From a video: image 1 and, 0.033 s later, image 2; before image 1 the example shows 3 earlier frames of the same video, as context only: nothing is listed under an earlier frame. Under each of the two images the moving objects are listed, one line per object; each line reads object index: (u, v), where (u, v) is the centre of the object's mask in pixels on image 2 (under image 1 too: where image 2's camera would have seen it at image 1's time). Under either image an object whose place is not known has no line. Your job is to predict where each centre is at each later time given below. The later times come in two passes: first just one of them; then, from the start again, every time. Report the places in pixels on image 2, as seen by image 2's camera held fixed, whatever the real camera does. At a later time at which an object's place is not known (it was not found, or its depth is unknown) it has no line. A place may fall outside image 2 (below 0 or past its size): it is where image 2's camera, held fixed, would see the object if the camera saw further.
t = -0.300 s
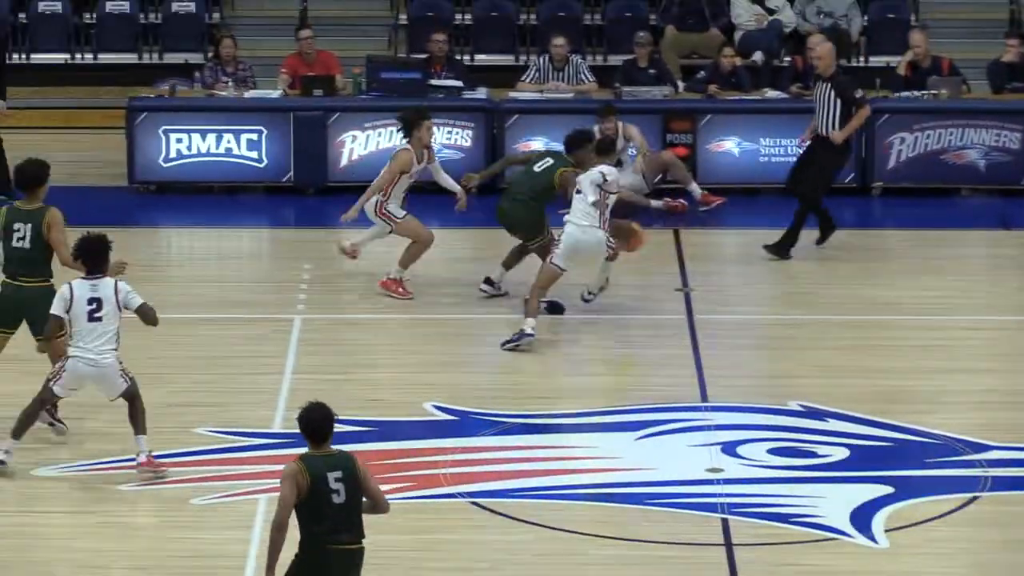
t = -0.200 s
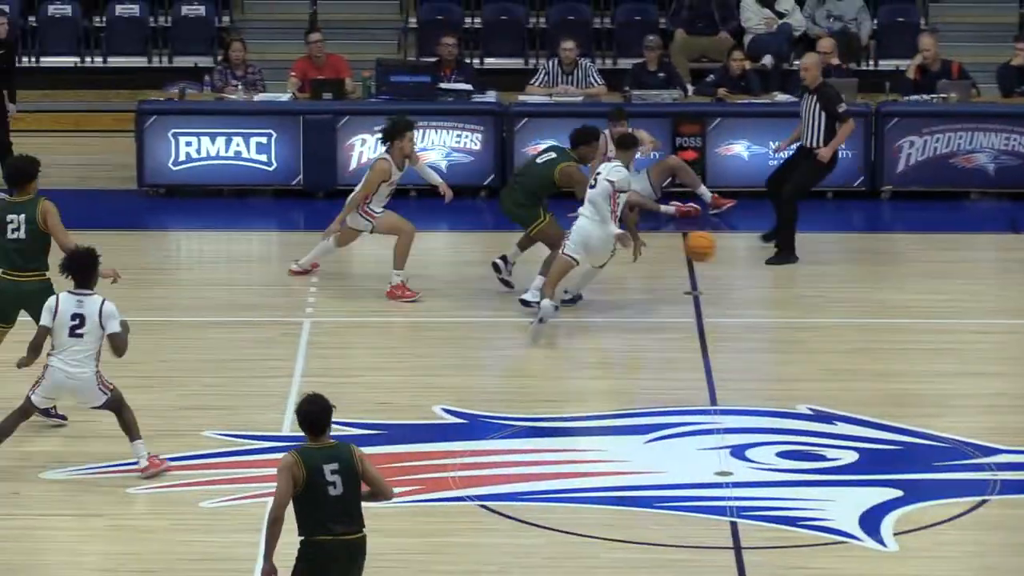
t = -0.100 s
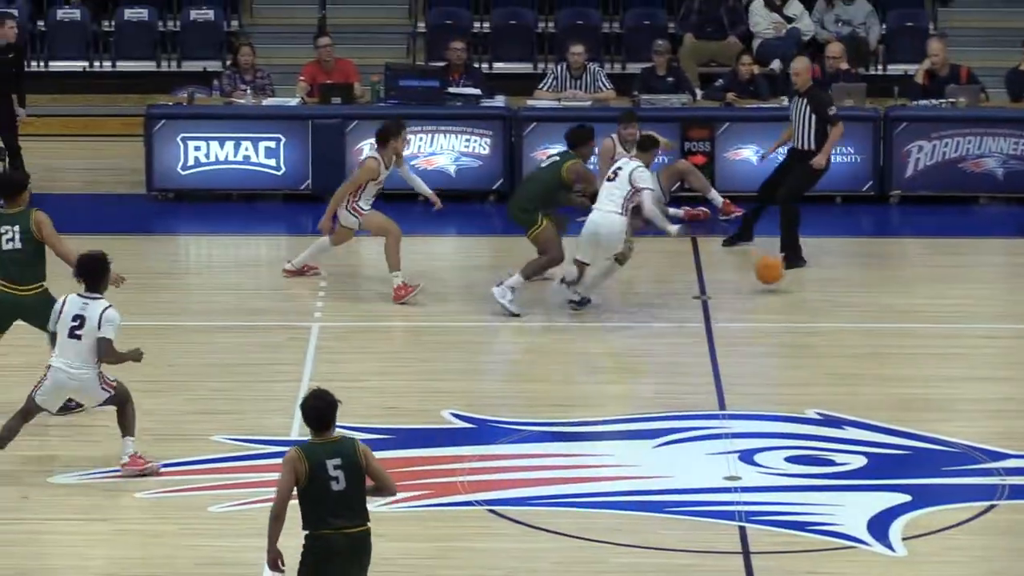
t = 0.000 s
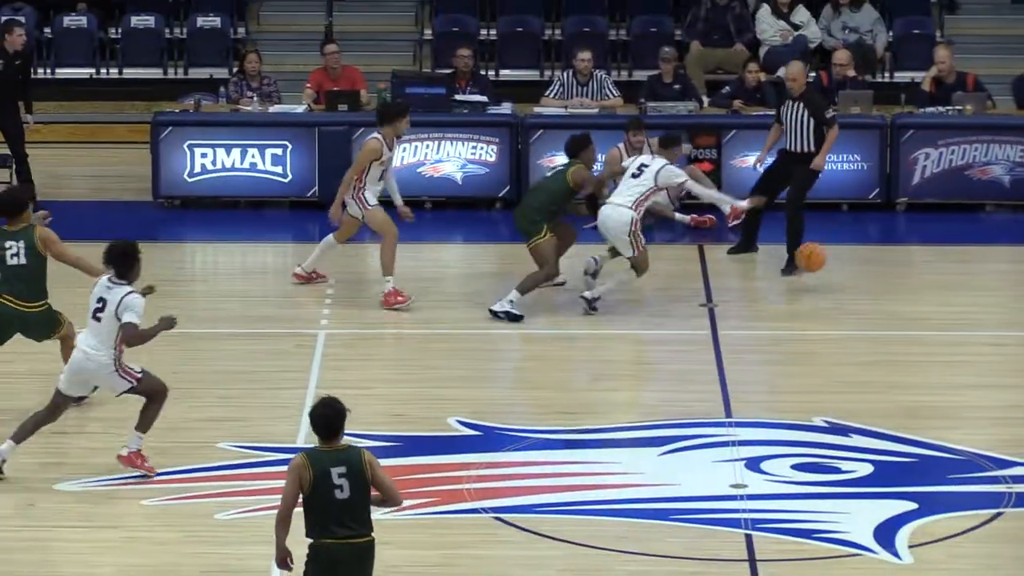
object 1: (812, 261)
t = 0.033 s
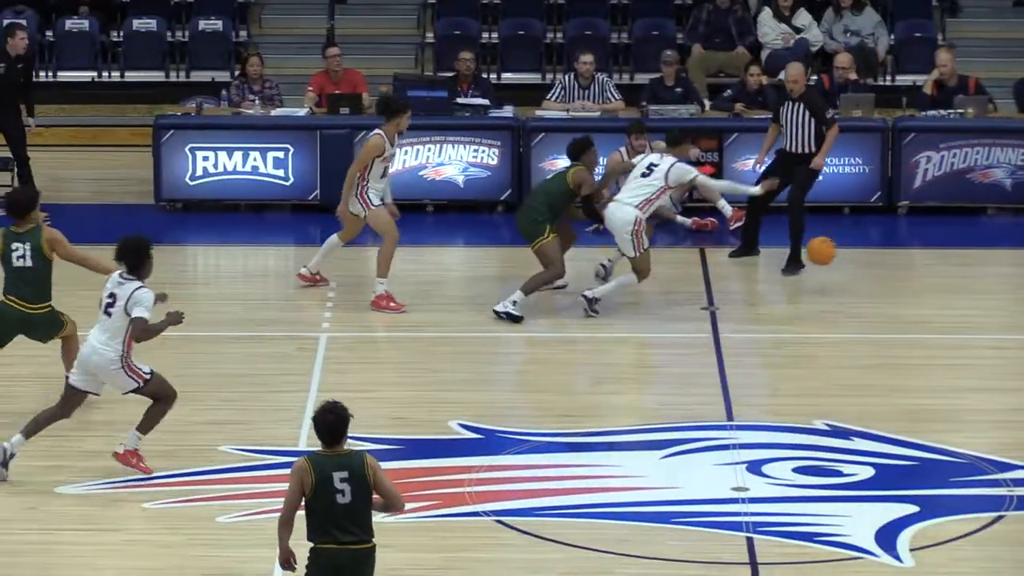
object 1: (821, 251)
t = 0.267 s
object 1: (879, 221)
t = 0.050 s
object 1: (826, 246)
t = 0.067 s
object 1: (830, 242)
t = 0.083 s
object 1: (834, 238)
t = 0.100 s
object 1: (839, 235)
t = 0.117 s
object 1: (843, 232)
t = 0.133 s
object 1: (847, 230)
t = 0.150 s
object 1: (851, 227)
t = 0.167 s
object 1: (855, 225)
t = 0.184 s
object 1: (859, 224)
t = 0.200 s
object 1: (864, 222)
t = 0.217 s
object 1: (868, 221)
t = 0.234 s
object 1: (871, 221)
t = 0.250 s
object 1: (876, 221)
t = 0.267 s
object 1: (879, 221)
